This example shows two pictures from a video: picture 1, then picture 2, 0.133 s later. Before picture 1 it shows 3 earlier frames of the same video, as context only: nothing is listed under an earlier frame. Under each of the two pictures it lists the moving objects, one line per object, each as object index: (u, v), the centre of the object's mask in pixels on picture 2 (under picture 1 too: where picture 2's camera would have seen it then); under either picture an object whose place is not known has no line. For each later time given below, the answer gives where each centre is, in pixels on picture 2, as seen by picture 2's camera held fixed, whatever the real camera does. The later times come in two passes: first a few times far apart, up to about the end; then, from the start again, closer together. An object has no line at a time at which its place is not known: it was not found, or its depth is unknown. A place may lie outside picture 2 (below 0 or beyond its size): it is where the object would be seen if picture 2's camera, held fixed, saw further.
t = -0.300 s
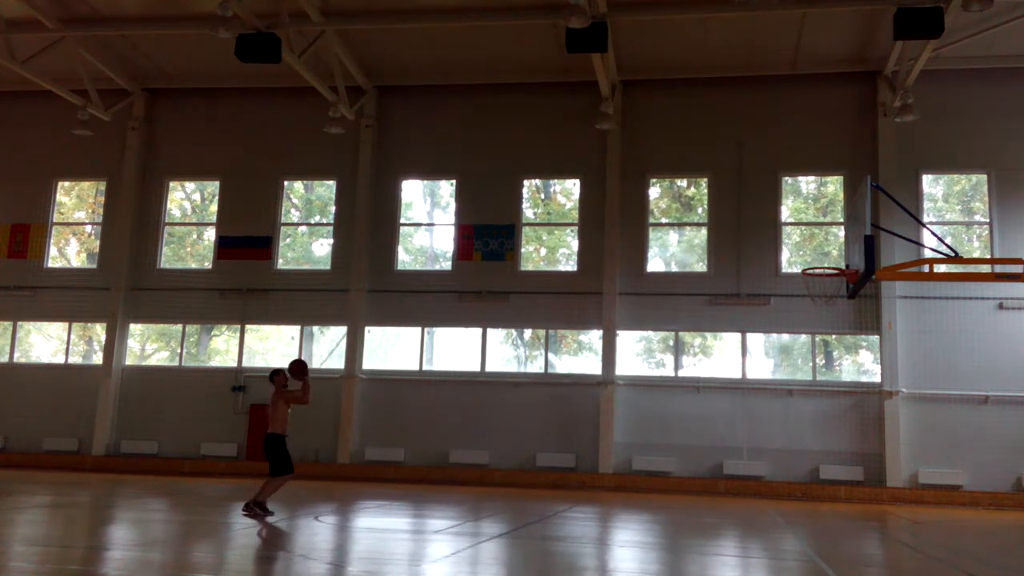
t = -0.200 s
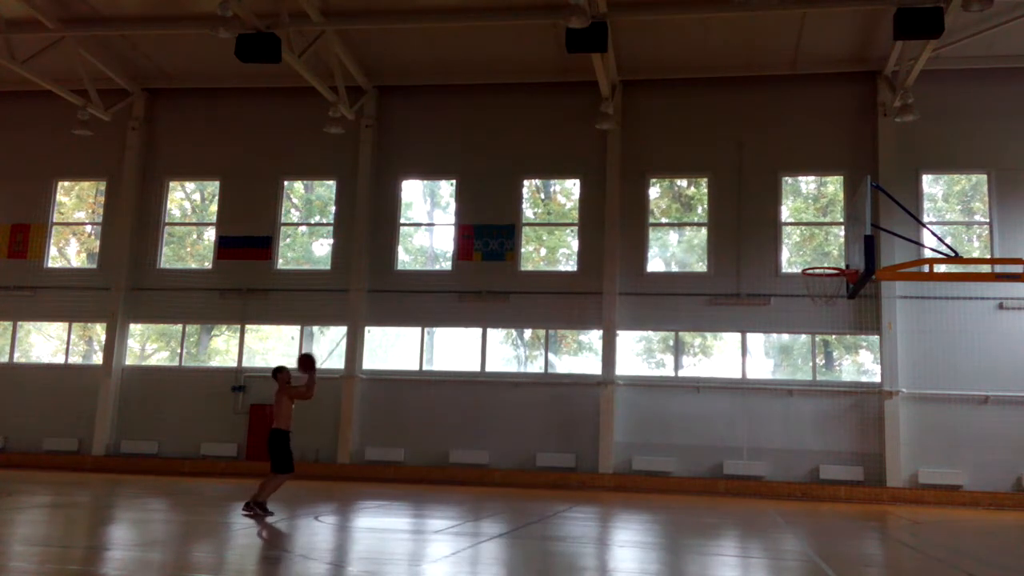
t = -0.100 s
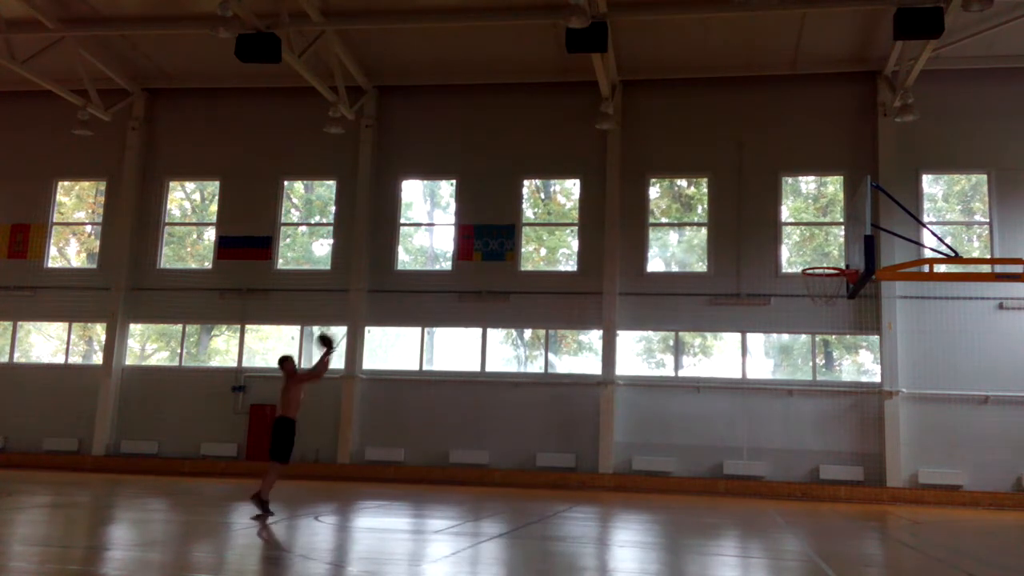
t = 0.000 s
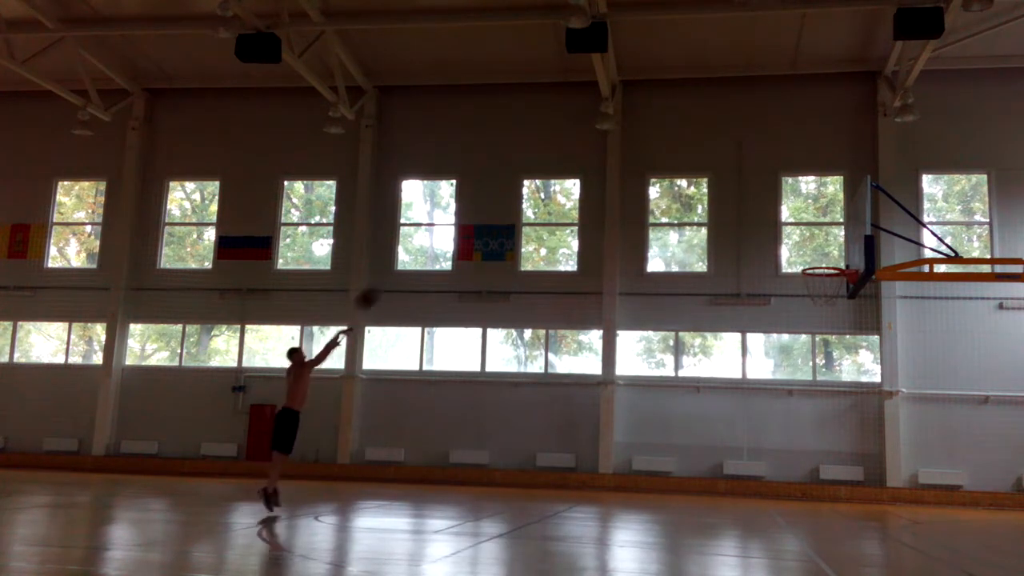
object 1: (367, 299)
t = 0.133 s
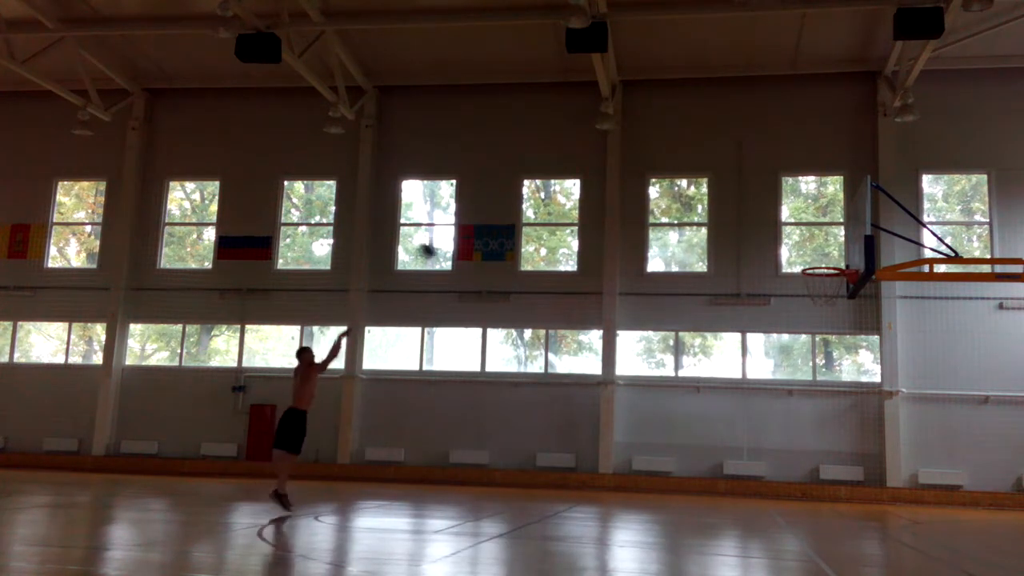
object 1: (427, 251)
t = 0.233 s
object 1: (473, 220)
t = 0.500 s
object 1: (589, 182)
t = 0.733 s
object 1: (689, 192)
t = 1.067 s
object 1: (835, 282)
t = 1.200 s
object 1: (840, 314)
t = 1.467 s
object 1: (837, 412)
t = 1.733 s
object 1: (829, 503)
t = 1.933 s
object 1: (799, 441)
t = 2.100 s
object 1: (775, 417)
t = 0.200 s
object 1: (457, 229)
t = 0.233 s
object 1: (473, 220)
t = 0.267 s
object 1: (487, 213)
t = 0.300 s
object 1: (501, 206)
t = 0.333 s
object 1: (514, 201)
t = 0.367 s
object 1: (532, 195)
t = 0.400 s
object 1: (545, 191)
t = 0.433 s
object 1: (559, 187)
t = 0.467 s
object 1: (573, 185)
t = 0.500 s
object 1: (589, 182)
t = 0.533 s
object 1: (602, 181)
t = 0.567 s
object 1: (617, 181)
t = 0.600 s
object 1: (634, 182)
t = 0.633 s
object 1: (643, 182)
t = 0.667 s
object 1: (660, 185)
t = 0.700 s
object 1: (674, 188)
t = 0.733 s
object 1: (689, 192)
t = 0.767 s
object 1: (705, 197)
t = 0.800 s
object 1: (718, 202)
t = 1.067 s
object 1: (835, 282)
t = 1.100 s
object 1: (840, 292)
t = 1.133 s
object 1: (841, 300)
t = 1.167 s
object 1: (840, 306)
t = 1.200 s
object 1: (840, 314)
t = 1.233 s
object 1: (839, 323)
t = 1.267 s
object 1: (839, 332)
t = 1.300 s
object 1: (839, 343)
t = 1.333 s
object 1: (838, 355)
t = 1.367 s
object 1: (837, 367)
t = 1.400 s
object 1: (838, 383)
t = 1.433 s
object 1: (837, 396)
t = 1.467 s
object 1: (837, 412)
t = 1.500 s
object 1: (838, 428)
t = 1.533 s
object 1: (837, 445)
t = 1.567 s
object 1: (838, 462)
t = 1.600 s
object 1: (837, 484)
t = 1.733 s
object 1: (829, 503)
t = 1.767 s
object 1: (824, 491)
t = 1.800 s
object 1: (818, 478)
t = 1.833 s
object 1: (813, 468)
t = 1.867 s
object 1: (808, 457)
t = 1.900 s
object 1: (803, 449)
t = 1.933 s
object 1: (799, 441)
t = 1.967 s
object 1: (794, 435)
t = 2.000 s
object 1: (789, 429)
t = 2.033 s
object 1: (784, 424)
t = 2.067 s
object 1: (780, 420)
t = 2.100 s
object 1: (775, 417)
